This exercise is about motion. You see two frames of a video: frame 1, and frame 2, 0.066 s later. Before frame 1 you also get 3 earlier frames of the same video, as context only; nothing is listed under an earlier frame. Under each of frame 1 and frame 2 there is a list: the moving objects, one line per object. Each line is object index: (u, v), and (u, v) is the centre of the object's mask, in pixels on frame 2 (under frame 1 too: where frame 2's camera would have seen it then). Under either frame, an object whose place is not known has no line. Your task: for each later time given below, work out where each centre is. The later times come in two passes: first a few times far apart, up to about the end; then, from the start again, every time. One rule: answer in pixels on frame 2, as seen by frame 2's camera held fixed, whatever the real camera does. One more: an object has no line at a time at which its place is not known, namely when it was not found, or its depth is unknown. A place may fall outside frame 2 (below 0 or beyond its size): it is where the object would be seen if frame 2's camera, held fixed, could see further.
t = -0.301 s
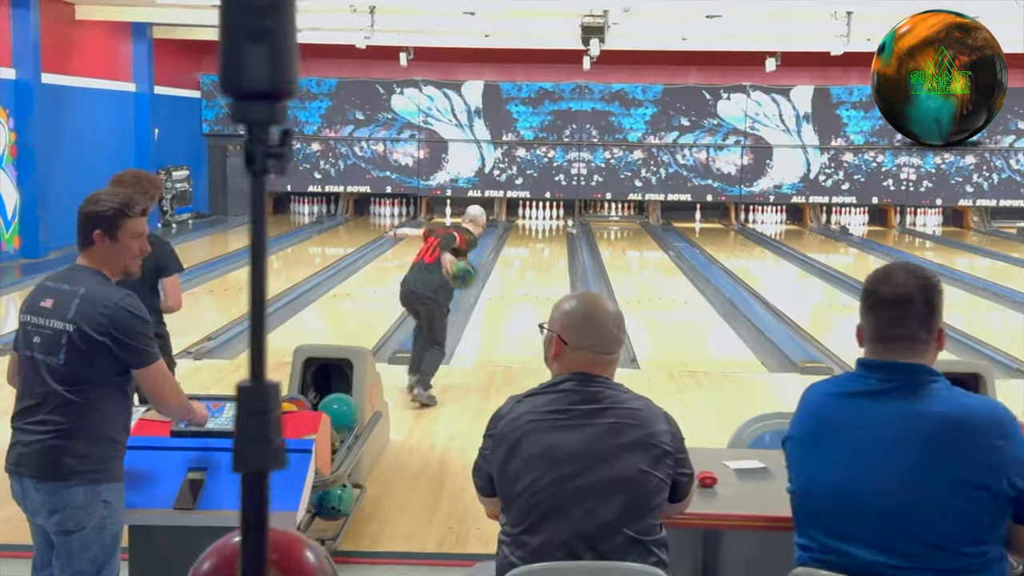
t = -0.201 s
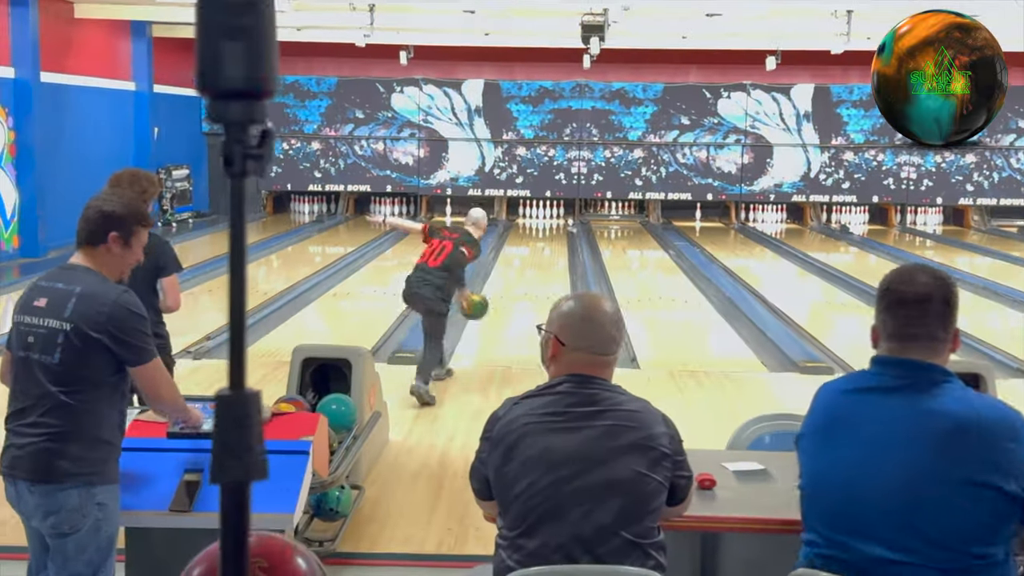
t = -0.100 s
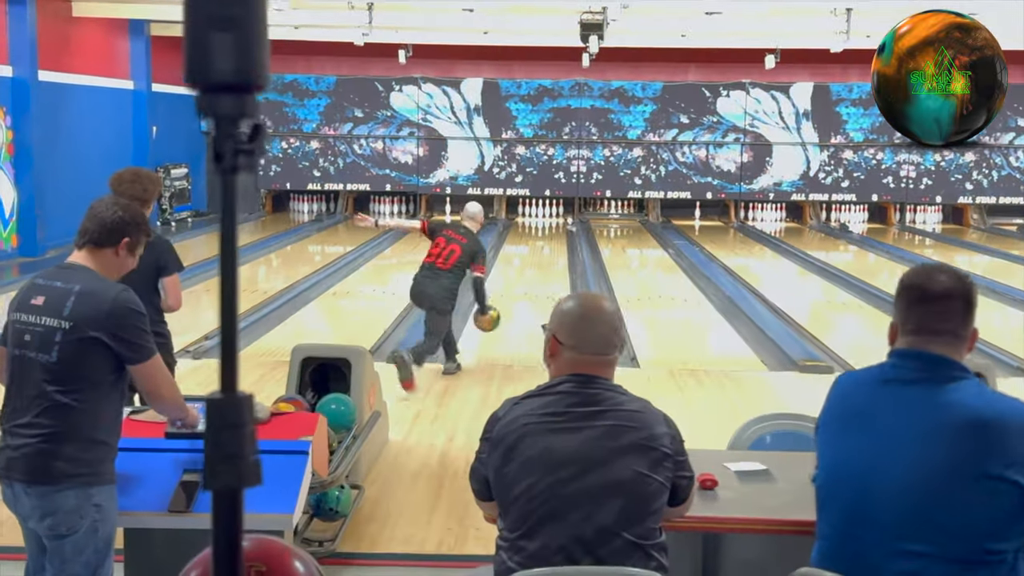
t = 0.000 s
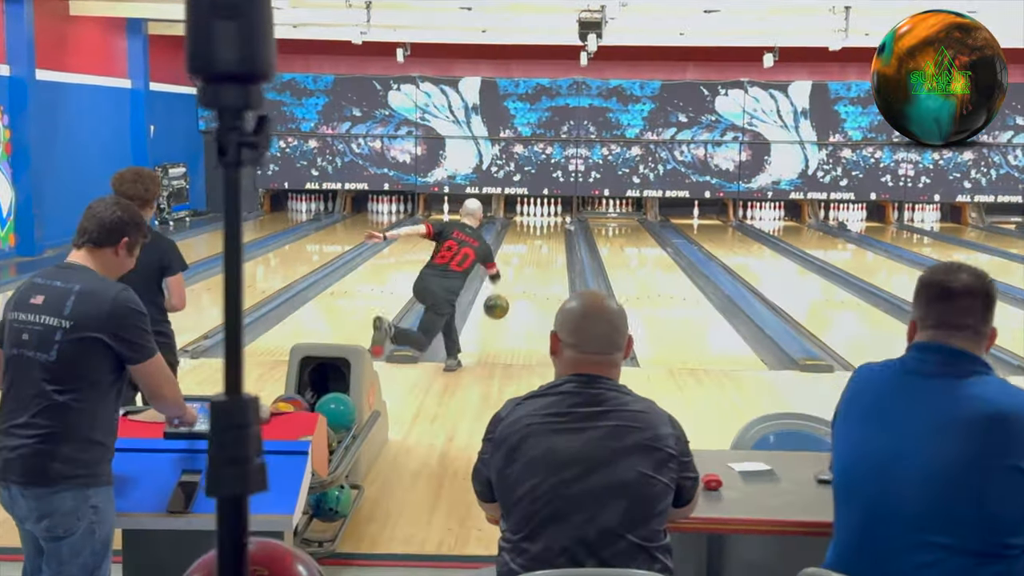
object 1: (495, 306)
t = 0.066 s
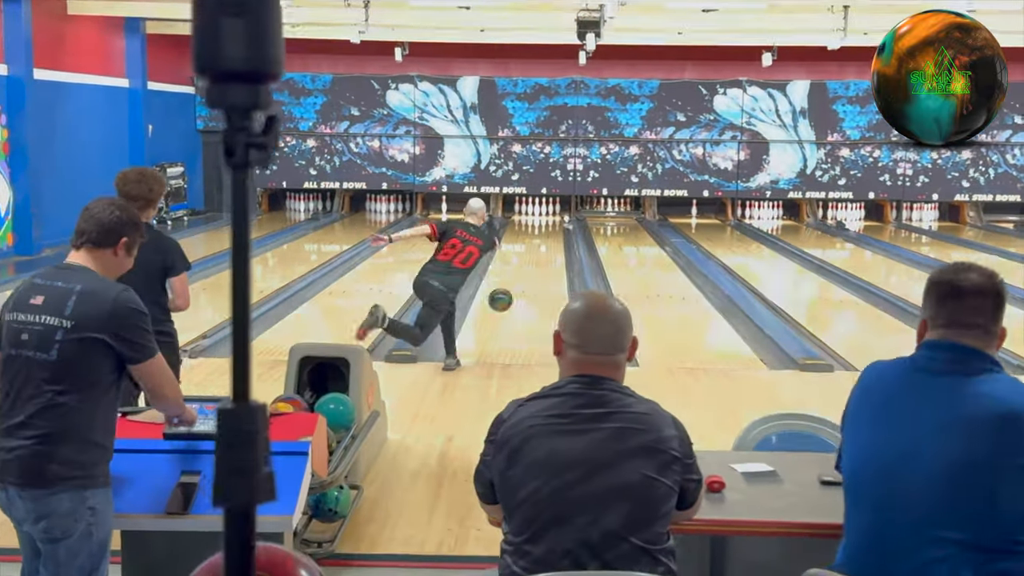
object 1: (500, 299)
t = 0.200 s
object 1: (508, 301)
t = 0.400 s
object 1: (518, 295)
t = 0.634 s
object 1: (527, 274)
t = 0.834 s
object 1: (532, 263)
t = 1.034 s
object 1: (537, 252)
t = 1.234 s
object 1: (541, 242)
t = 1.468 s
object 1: (545, 234)
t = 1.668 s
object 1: (546, 225)
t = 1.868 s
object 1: (545, 221)
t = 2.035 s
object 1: (542, 218)
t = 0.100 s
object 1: (502, 298)
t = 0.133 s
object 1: (504, 298)
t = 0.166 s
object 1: (506, 299)
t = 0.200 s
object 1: (508, 301)
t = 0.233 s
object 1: (510, 305)
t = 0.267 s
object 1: (512, 309)
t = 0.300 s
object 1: (513, 304)
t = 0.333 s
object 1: (515, 301)
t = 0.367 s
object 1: (516, 299)
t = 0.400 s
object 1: (518, 295)
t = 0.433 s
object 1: (519, 292)
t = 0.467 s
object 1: (520, 290)
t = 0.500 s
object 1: (522, 286)
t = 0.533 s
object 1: (523, 283)
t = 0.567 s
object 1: (524, 280)
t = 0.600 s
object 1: (527, 276)
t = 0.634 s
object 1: (527, 274)
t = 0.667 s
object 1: (528, 273)
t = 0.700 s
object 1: (529, 271)
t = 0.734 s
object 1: (529, 269)
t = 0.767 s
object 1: (530, 267)
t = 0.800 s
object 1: (531, 265)
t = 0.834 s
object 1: (532, 263)
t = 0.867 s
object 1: (533, 261)
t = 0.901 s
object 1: (533, 259)
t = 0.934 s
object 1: (534, 257)
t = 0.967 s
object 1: (535, 256)
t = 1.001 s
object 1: (536, 254)
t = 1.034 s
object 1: (537, 252)
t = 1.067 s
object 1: (538, 250)
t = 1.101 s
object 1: (539, 249)
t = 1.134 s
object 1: (539, 247)
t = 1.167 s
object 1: (539, 246)
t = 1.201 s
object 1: (540, 244)
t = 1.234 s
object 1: (541, 242)
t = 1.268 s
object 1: (541, 242)
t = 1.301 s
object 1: (543, 240)
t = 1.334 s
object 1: (543, 237)
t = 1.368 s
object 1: (544, 236)
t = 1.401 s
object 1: (544, 236)
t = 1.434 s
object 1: (545, 234)
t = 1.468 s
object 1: (545, 234)
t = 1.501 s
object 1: (544, 233)
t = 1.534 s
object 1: (545, 231)
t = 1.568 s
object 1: (546, 230)
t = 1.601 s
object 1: (546, 228)
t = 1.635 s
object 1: (547, 226)
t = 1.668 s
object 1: (546, 225)
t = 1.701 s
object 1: (547, 225)
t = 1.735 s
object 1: (547, 225)
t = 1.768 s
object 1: (546, 223)
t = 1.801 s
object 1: (547, 223)
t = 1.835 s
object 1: (546, 223)
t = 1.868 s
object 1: (545, 221)
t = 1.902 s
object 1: (545, 222)
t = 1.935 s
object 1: (545, 222)
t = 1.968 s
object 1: (543, 220)
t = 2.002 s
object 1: (543, 219)
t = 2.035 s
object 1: (542, 218)
